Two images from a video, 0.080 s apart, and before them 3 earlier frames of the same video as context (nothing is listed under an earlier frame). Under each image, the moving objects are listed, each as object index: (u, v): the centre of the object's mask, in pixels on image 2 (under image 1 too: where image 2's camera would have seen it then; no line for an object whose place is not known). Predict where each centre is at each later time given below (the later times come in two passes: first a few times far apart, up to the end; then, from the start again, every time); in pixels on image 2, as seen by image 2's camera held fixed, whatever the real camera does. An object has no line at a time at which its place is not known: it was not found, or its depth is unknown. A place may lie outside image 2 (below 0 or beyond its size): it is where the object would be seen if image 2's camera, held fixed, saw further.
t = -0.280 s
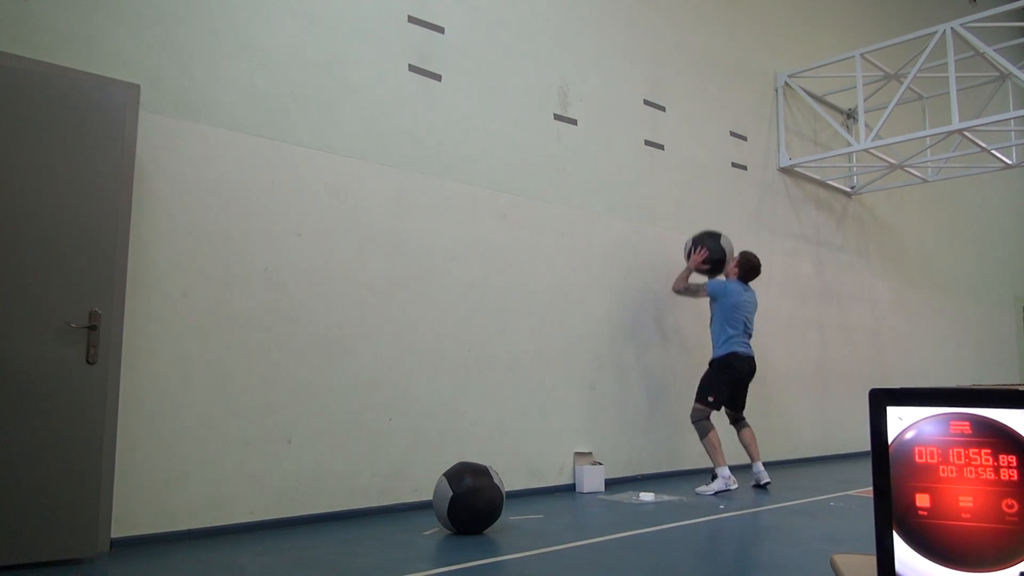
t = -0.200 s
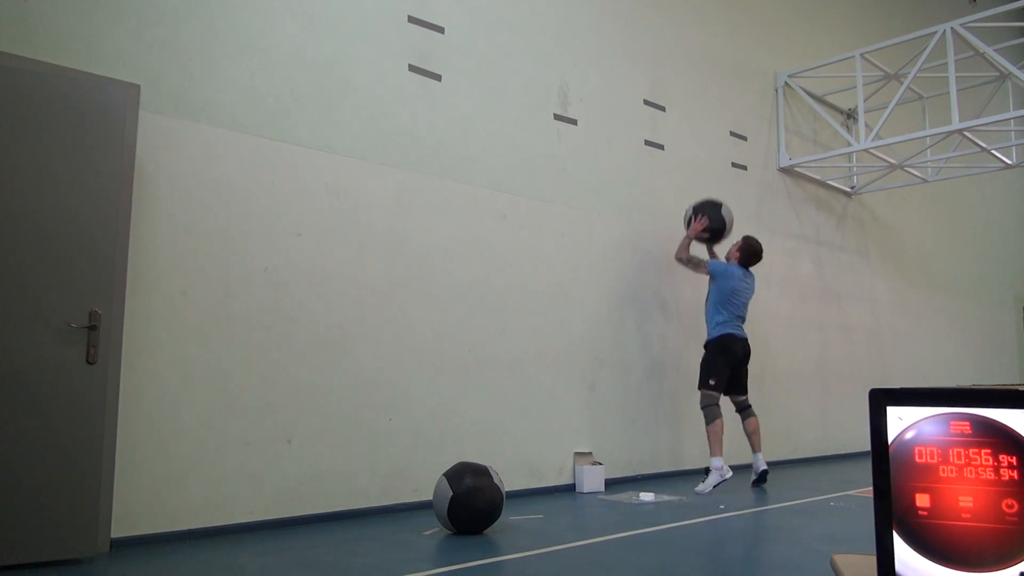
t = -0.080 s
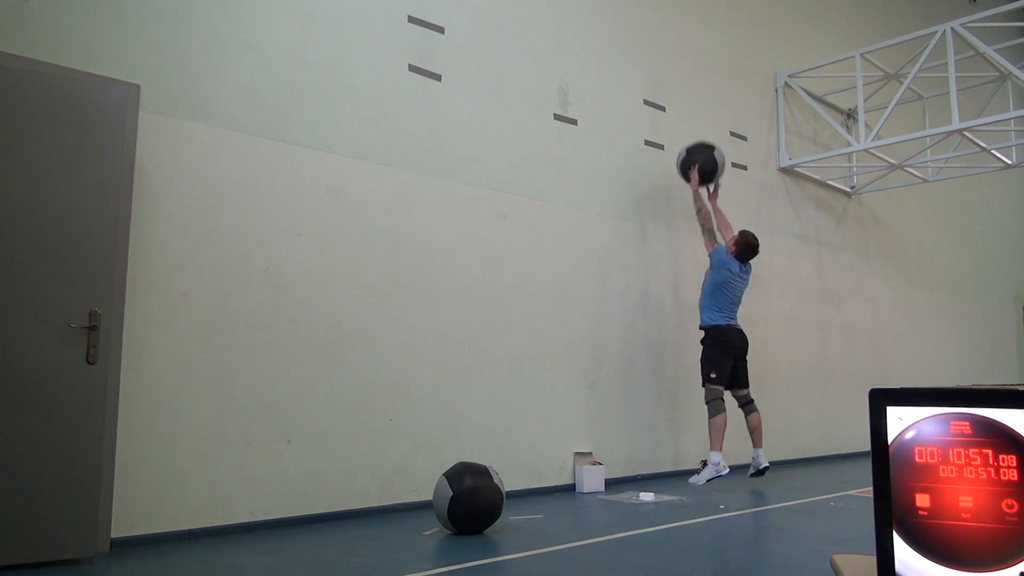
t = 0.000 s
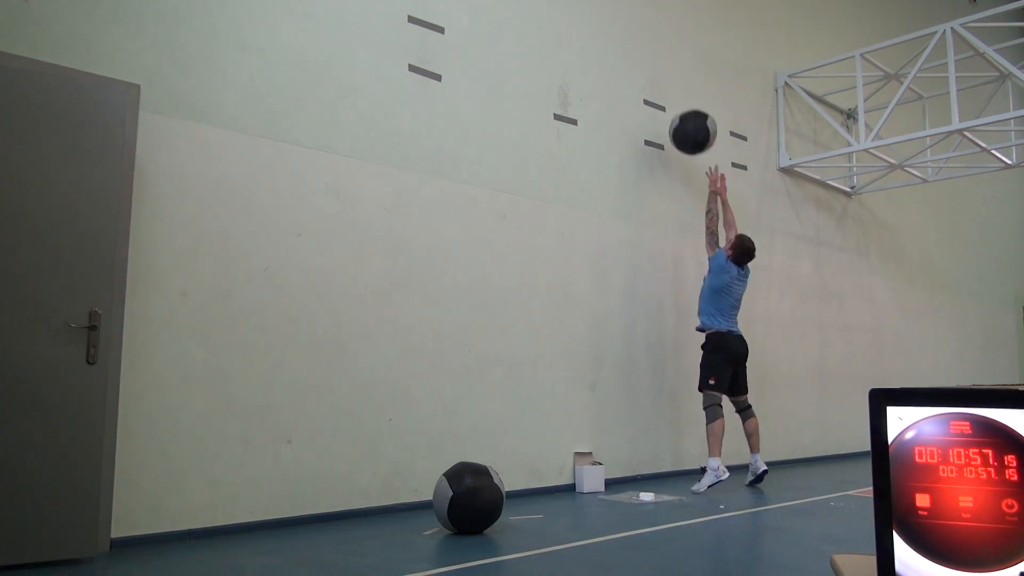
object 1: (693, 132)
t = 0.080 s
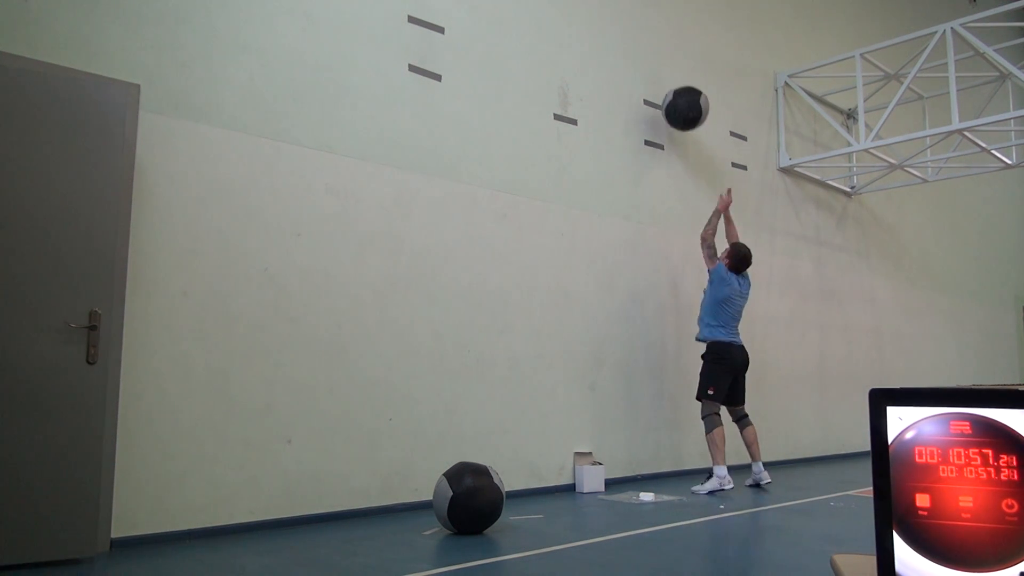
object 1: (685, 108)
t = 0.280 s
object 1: (672, 83)
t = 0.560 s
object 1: (689, 118)
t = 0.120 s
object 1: (682, 99)
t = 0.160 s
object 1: (678, 92)
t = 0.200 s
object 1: (674, 87)
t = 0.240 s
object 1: (671, 84)
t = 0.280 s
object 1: (672, 83)
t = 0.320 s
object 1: (674, 82)
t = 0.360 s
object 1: (676, 84)
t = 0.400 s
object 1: (679, 87)
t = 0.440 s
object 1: (681, 92)
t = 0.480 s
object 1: (684, 99)
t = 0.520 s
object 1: (686, 107)
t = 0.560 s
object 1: (689, 118)
